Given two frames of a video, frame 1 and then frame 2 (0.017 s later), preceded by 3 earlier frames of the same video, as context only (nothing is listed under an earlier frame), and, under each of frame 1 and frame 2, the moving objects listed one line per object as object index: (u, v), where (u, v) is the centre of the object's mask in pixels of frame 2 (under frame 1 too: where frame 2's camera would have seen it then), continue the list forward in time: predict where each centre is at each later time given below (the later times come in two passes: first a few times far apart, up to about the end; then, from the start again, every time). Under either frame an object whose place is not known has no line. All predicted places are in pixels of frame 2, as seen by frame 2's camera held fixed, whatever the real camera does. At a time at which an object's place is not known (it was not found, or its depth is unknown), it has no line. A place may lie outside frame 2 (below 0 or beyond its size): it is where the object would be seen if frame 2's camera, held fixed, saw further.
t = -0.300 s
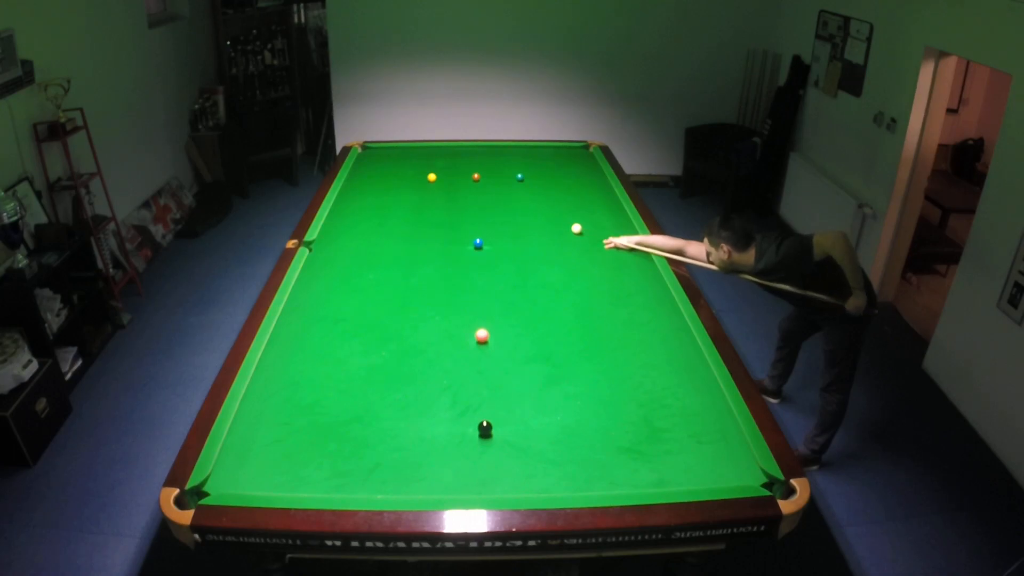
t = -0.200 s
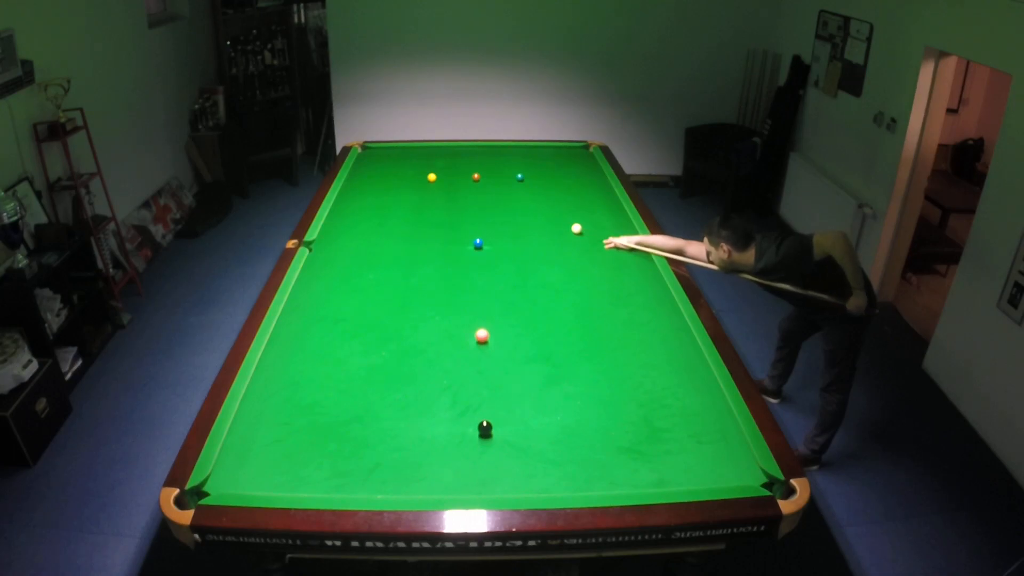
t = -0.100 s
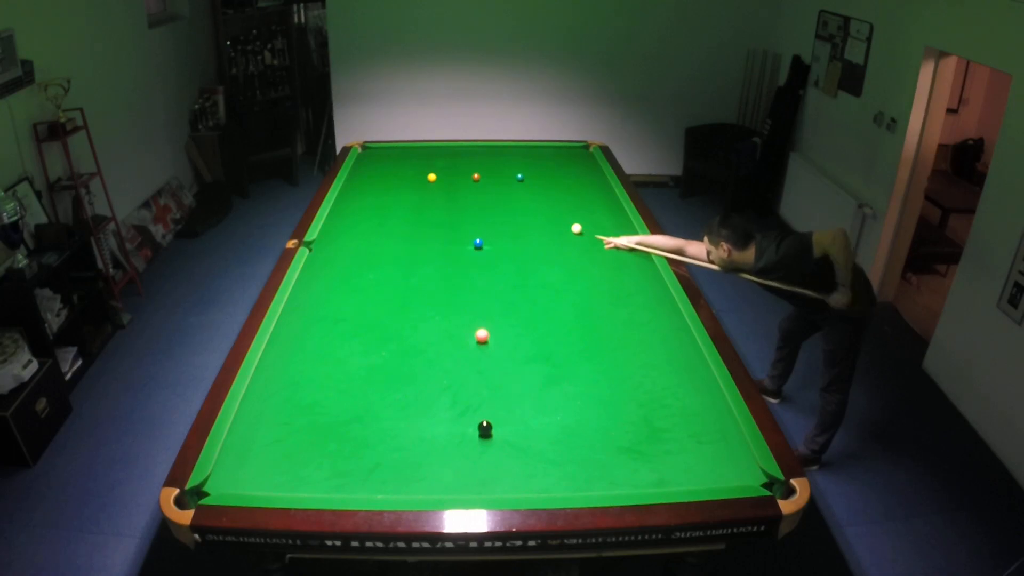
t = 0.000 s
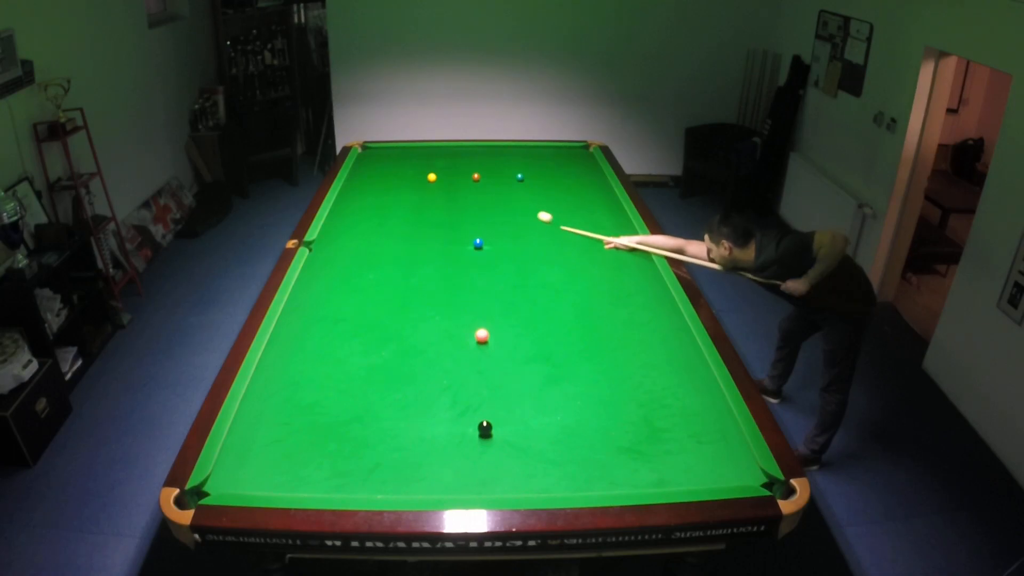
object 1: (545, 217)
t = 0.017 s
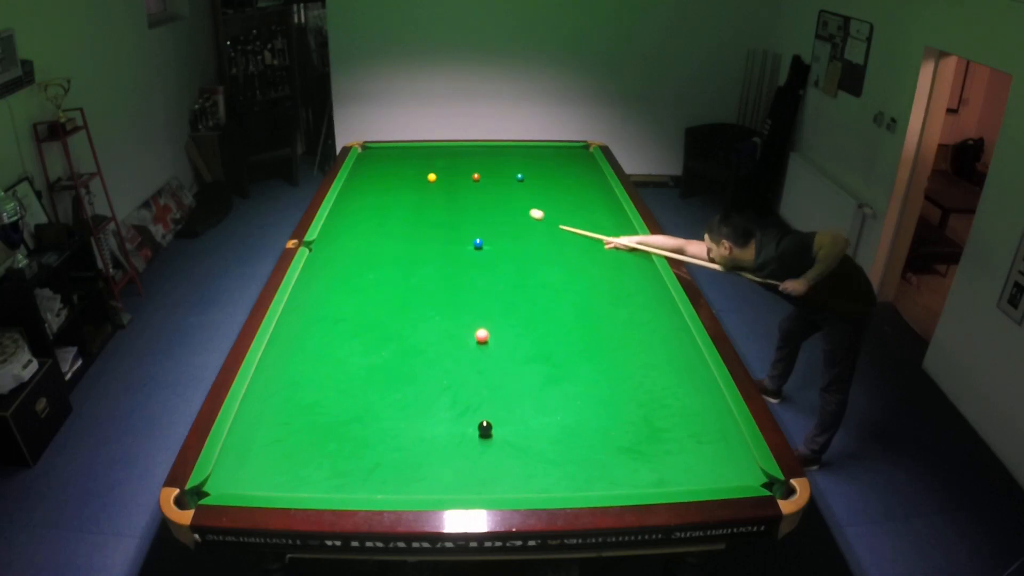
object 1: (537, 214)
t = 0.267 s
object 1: (440, 180)
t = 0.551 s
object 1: (430, 183)
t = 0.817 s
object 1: (430, 188)
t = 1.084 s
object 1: (429, 192)
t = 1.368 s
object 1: (429, 196)
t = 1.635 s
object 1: (429, 200)
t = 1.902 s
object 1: (429, 204)
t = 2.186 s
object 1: (428, 207)
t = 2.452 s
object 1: (428, 210)
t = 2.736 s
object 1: (428, 212)
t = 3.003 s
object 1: (429, 214)
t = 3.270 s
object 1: (429, 216)
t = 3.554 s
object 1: (430, 217)
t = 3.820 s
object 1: (430, 217)
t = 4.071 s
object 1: (430, 217)
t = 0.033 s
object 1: (529, 211)
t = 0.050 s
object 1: (521, 209)
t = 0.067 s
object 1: (514, 206)
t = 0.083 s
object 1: (507, 204)
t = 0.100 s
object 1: (500, 201)
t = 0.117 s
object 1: (493, 199)
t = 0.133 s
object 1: (486, 196)
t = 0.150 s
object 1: (480, 194)
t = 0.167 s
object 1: (474, 192)
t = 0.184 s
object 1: (468, 190)
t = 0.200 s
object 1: (462, 188)
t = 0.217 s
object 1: (456, 186)
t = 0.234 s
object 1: (450, 184)
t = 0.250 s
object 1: (445, 182)
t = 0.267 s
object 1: (440, 180)
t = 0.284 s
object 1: (436, 179)
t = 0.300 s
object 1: (435, 179)
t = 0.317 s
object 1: (434, 180)
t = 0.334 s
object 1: (434, 180)
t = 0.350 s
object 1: (433, 180)
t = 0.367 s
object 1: (432, 180)
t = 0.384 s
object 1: (432, 180)
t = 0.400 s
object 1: (431, 181)
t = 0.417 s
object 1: (431, 181)
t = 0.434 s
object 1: (431, 181)
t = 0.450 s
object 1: (430, 181)
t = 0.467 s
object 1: (430, 182)
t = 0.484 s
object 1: (430, 182)
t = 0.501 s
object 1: (430, 182)
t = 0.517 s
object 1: (430, 182)
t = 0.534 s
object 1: (430, 183)
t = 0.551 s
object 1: (430, 183)
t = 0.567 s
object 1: (430, 183)
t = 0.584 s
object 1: (430, 184)
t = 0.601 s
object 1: (430, 184)
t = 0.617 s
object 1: (430, 184)
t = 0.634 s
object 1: (430, 184)
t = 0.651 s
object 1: (430, 185)
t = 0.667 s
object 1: (430, 185)
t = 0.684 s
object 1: (430, 185)
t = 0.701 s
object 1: (430, 186)
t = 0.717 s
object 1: (430, 186)
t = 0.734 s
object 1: (430, 186)
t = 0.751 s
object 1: (430, 186)
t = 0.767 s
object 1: (430, 187)
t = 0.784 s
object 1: (430, 187)
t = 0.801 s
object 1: (430, 187)
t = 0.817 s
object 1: (430, 188)
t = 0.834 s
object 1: (430, 188)
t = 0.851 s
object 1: (430, 188)
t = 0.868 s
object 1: (430, 188)
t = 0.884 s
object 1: (430, 189)
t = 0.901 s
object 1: (430, 189)
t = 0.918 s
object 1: (429, 189)
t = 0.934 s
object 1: (430, 190)
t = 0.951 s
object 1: (430, 190)
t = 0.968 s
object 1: (429, 190)
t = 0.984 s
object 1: (429, 190)
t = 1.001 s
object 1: (429, 191)
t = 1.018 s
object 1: (429, 191)
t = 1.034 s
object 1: (429, 191)
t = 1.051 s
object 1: (429, 191)
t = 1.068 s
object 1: (429, 192)
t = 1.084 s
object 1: (429, 192)
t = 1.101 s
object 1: (429, 192)
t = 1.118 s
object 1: (429, 192)
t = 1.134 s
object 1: (429, 193)
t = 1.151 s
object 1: (429, 193)
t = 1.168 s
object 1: (429, 193)
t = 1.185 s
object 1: (429, 193)
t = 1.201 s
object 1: (429, 194)
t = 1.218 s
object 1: (429, 194)
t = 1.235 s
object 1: (429, 194)
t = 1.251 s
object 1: (429, 194)
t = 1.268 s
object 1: (429, 195)
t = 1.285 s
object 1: (429, 195)
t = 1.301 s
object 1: (429, 195)
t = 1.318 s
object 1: (429, 196)
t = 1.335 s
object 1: (429, 196)
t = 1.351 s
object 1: (429, 196)
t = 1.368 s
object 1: (429, 196)
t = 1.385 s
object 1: (429, 197)
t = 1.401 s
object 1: (429, 197)
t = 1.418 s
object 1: (429, 197)
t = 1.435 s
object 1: (429, 197)
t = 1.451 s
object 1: (429, 197)
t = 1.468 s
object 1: (429, 198)
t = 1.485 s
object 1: (429, 198)
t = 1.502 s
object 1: (429, 198)
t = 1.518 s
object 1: (429, 199)
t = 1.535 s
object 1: (429, 199)
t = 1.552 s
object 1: (429, 199)
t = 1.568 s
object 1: (429, 199)
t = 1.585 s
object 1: (429, 199)
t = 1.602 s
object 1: (429, 200)
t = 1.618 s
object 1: (429, 200)
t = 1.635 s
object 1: (429, 200)
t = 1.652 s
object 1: (429, 200)
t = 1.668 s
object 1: (429, 200)
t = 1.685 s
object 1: (429, 201)
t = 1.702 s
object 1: (429, 201)
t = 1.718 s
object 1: (429, 201)
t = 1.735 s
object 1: (429, 201)
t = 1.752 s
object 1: (429, 202)
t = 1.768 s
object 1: (429, 202)
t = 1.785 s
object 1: (429, 202)
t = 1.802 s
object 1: (429, 202)
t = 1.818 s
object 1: (429, 202)
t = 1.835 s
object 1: (429, 203)
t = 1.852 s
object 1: (429, 203)
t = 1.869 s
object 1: (429, 203)
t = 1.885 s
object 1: (429, 203)
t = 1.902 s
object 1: (429, 204)
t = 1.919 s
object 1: (429, 204)
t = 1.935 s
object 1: (429, 204)
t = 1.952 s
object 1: (429, 204)
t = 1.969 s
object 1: (429, 204)
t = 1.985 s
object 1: (429, 205)
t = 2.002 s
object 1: (429, 205)
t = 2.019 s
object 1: (429, 205)
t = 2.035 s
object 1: (429, 205)
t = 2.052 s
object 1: (428, 205)
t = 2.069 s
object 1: (428, 206)
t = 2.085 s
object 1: (428, 206)
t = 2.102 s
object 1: (429, 206)
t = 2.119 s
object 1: (428, 206)
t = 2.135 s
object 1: (428, 206)
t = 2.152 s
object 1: (428, 207)
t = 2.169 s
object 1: (428, 207)
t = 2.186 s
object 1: (428, 207)
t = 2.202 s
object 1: (428, 207)
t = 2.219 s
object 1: (428, 207)
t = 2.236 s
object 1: (428, 207)
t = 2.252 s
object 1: (428, 208)
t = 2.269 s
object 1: (428, 208)
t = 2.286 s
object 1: (428, 208)
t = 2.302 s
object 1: (428, 208)
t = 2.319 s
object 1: (428, 208)
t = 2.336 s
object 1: (428, 209)
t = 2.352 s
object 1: (428, 209)
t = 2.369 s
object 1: (428, 209)
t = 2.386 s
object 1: (428, 209)
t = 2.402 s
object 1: (428, 209)
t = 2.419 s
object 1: (428, 209)
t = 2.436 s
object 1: (428, 210)
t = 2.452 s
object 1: (428, 210)
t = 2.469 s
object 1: (428, 210)
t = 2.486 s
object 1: (428, 210)
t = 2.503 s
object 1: (428, 210)
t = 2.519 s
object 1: (428, 210)
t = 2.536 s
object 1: (428, 210)
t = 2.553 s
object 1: (428, 211)
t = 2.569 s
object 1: (428, 211)
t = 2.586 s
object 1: (428, 211)
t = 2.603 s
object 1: (428, 211)
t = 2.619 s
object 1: (428, 211)
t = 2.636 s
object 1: (428, 211)
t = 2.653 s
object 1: (428, 212)
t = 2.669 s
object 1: (428, 212)
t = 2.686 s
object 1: (428, 212)
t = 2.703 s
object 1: (428, 212)
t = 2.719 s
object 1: (428, 212)
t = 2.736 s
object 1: (428, 212)
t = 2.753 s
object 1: (428, 212)
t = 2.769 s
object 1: (428, 213)
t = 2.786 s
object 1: (428, 213)
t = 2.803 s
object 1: (428, 213)
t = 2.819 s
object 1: (428, 213)
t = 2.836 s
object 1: (428, 213)
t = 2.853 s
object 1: (428, 213)
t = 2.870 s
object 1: (428, 213)
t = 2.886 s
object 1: (428, 214)
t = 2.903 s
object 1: (428, 214)
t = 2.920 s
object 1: (428, 214)
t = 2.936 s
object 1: (429, 214)
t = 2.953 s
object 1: (429, 214)
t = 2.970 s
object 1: (429, 214)
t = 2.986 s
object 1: (429, 214)
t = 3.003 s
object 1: (429, 214)
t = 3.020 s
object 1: (429, 214)
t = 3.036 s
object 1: (429, 214)
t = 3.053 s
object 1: (429, 215)
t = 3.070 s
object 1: (429, 215)
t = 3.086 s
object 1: (429, 215)
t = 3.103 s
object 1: (429, 215)
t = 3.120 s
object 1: (429, 215)
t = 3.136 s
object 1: (429, 215)
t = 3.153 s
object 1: (429, 215)
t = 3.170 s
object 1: (429, 215)
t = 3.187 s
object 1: (429, 215)
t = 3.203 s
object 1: (429, 215)
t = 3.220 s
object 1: (429, 215)
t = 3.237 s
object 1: (429, 216)
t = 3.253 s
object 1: (429, 216)
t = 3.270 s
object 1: (429, 216)
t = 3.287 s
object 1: (429, 216)
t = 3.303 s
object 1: (429, 216)
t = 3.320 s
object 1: (429, 216)
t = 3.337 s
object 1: (429, 216)
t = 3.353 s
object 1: (429, 216)
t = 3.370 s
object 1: (429, 216)
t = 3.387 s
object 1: (429, 216)
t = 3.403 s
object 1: (429, 216)
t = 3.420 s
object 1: (429, 216)
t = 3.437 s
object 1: (429, 216)
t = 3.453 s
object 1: (429, 216)
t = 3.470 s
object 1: (429, 216)
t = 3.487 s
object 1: (429, 216)
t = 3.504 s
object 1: (429, 216)
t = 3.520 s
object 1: (430, 216)
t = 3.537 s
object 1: (430, 217)
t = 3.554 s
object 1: (430, 217)
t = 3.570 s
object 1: (430, 217)
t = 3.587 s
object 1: (430, 217)
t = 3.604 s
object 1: (430, 217)
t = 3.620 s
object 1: (430, 217)
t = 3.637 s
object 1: (430, 217)
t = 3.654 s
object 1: (430, 217)
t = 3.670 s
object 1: (430, 217)
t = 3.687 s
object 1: (430, 217)
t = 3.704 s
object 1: (430, 217)
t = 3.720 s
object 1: (430, 217)
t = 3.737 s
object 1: (430, 217)
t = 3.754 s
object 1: (430, 217)
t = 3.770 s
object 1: (430, 217)
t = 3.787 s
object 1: (430, 217)
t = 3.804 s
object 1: (430, 217)
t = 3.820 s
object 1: (430, 217)
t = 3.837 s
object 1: (430, 217)
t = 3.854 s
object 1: (430, 217)
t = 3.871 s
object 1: (430, 217)
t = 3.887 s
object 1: (430, 217)
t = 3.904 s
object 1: (430, 217)
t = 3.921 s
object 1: (430, 217)
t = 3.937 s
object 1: (430, 217)
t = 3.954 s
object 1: (430, 217)
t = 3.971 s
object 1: (430, 217)
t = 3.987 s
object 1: (430, 217)
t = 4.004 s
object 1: (430, 217)
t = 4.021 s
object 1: (430, 217)
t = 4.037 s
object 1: (430, 217)
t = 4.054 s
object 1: (430, 217)
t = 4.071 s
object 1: (430, 217)
